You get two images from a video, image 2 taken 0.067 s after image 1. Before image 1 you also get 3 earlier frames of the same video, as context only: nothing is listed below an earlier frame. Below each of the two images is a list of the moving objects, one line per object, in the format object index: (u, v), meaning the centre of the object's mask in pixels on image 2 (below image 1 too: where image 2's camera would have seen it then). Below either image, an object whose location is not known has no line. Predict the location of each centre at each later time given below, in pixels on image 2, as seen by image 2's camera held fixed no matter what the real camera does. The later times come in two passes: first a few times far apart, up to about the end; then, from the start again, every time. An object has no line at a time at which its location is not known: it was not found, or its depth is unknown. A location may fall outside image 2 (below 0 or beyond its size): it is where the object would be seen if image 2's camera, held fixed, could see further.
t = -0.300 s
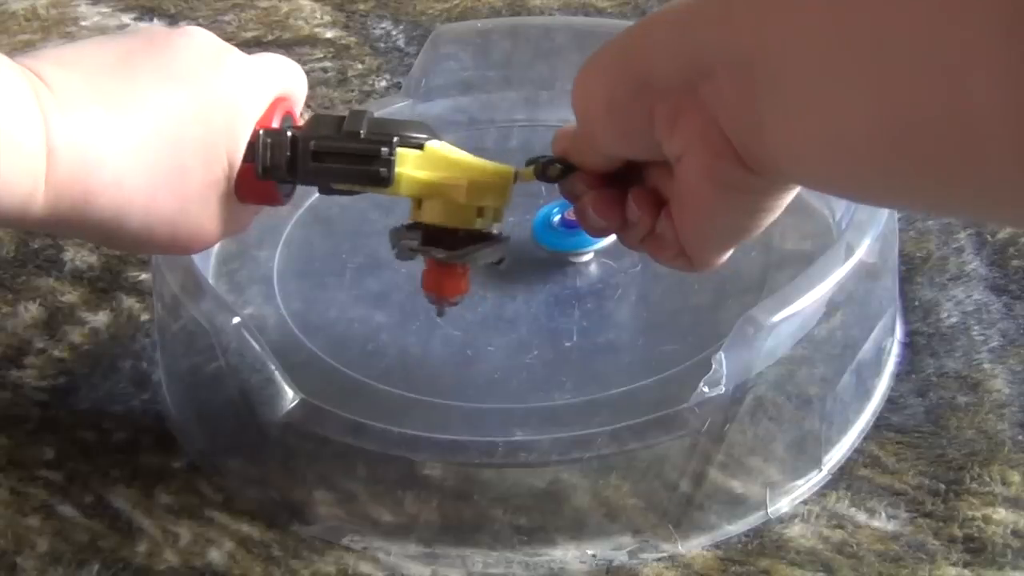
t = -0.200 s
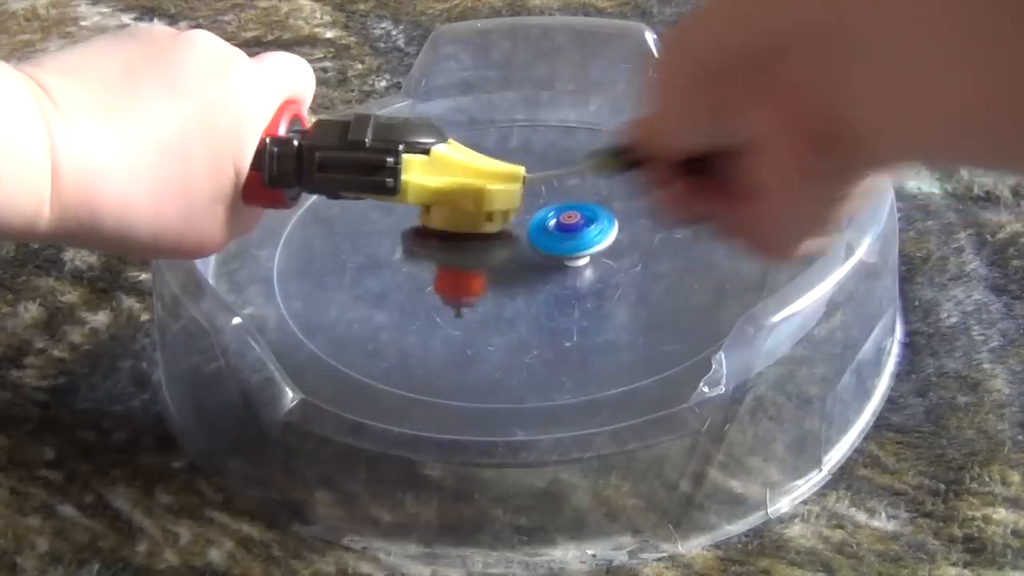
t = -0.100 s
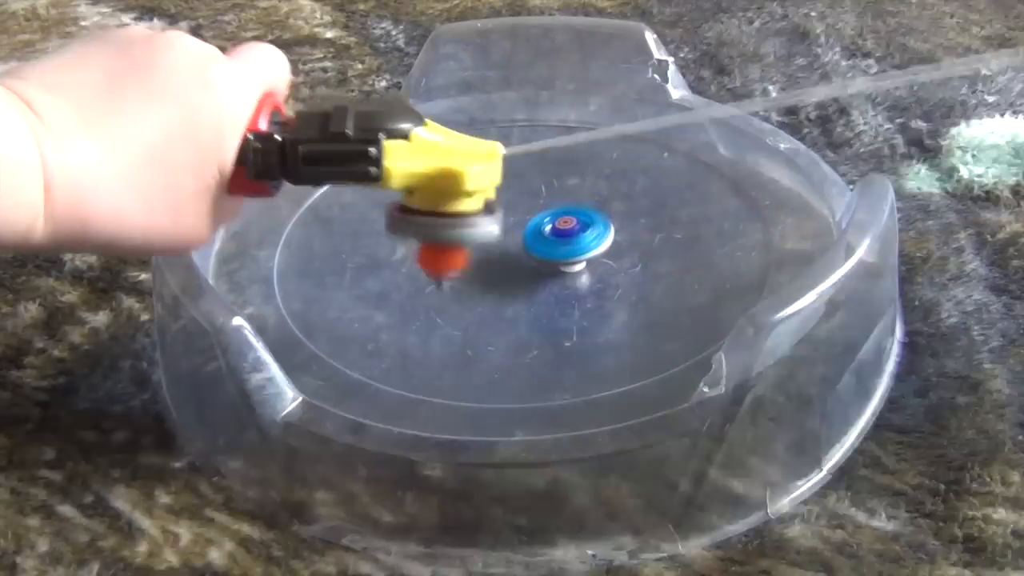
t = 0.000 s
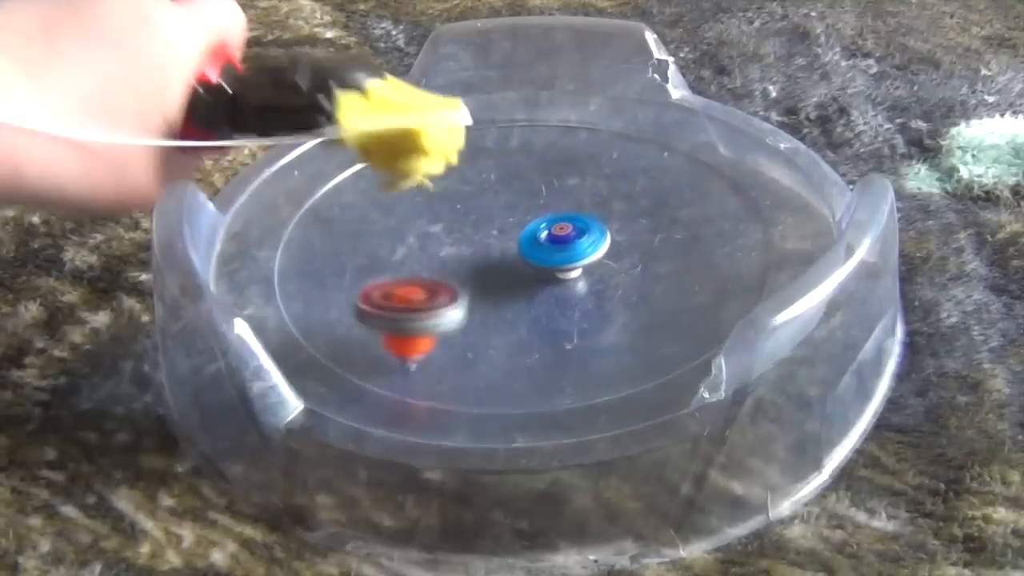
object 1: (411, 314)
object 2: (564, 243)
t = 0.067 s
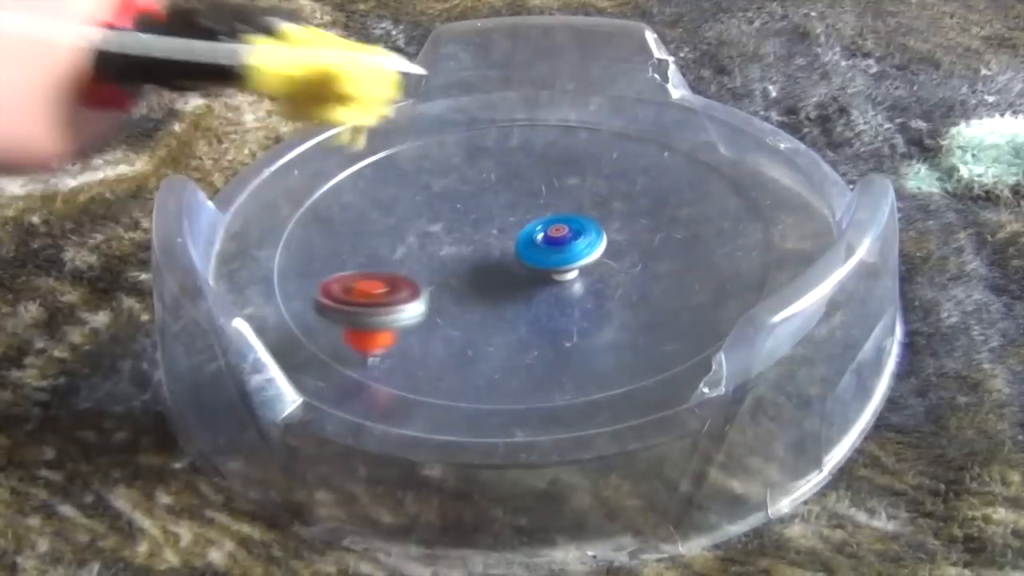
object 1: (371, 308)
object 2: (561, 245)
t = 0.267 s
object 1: (340, 292)
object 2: (554, 256)
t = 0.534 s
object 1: (288, 248)
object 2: (550, 268)
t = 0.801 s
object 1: (301, 223)
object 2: (551, 276)
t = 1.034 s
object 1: (319, 215)
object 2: (552, 276)
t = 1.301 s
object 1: (497, 204)
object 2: (534, 272)
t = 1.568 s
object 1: (553, 90)
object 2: (514, 273)
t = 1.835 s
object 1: (464, 116)
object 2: (510, 272)
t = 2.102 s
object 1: (525, 132)
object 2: (494, 371)
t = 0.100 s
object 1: (355, 306)
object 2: (559, 246)
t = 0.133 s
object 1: (339, 305)
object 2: (558, 248)
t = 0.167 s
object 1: (332, 302)
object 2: (557, 250)
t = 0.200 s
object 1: (335, 300)
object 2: (556, 252)
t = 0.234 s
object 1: (339, 296)
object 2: (555, 255)
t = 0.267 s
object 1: (340, 292)
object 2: (554, 256)
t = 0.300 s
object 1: (338, 287)
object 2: (553, 258)
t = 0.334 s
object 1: (334, 281)
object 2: (552, 260)
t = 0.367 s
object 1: (328, 275)
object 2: (551, 262)
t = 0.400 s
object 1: (321, 268)
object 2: (550, 263)
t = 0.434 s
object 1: (312, 262)
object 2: (550, 265)
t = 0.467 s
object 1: (301, 256)
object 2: (549, 266)
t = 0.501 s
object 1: (290, 250)
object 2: (549, 267)
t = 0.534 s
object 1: (288, 248)
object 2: (550, 268)
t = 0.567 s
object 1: (296, 246)
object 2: (550, 269)
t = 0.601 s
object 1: (303, 245)
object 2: (551, 270)
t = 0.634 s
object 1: (308, 243)
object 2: (551, 271)
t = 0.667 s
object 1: (310, 240)
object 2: (552, 272)
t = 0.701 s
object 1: (311, 237)
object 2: (552, 273)
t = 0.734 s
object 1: (309, 232)
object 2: (552, 274)
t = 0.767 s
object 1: (306, 228)
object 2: (552, 275)
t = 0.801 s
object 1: (301, 223)
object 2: (551, 276)
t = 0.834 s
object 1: (296, 218)
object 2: (551, 276)
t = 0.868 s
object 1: (291, 215)
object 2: (551, 276)
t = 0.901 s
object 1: (288, 214)
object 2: (552, 276)
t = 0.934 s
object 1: (294, 215)
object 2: (553, 276)
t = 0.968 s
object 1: (301, 215)
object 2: (553, 276)
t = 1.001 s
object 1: (310, 215)
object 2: (552, 276)
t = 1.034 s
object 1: (319, 215)
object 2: (552, 276)
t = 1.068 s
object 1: (330, 215)
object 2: (551, 275)
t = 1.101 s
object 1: (344, 218)
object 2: (549, 275)
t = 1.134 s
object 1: (362, 221)
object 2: (547, 274)
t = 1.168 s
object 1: (386, 224)
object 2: (544, 274)
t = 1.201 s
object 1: (412, 225)
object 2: (543, 273)
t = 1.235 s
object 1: (442, 222)
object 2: (541, 273)
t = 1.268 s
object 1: (471, 215)
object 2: (538, 273)
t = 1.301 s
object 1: (497, 204)
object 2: (534, 272)
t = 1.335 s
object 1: (521, 191)
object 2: (531, 272)
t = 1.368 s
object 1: (539, 176)
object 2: (529, 272)
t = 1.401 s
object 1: (553, 161)
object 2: (526, 271)
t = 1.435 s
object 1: (561, 145)
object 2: (524, 272)
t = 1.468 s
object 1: (565, 128)
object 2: (522, 272)
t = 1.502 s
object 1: (564, 115)
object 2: (520, 273)
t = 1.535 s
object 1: (559, 102)
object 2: (517, 273)
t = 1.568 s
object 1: (553, 90)
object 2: (514, 273)
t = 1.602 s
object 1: (541, 82)
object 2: (512, 273)
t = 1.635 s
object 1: (528, 87)
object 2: (510, 274)
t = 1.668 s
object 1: (512, 93)
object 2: (509, 273)
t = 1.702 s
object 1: (498, 98)
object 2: (509, 273)
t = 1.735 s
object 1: (485, 104)
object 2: (510, 273)
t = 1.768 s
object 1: (476, 107)
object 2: (510, 273)
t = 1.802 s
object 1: (469, 111)
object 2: (511, 273)
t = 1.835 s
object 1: (464, 116)
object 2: (510, 272)
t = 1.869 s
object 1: (459, 122)
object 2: (509, 272)
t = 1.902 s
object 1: (455, 130)
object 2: (508, 271)
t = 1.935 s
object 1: (452, 143)
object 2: (506, 269)
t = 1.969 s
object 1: (454, 160)
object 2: (505, 268)
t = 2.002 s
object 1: (463, 177)
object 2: (504, 267)
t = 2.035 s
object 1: (479, 195)
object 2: (502, 265)
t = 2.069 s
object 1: (504, 168)
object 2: (498, 318)
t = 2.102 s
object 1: (525, 132)
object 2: (494, 371)
